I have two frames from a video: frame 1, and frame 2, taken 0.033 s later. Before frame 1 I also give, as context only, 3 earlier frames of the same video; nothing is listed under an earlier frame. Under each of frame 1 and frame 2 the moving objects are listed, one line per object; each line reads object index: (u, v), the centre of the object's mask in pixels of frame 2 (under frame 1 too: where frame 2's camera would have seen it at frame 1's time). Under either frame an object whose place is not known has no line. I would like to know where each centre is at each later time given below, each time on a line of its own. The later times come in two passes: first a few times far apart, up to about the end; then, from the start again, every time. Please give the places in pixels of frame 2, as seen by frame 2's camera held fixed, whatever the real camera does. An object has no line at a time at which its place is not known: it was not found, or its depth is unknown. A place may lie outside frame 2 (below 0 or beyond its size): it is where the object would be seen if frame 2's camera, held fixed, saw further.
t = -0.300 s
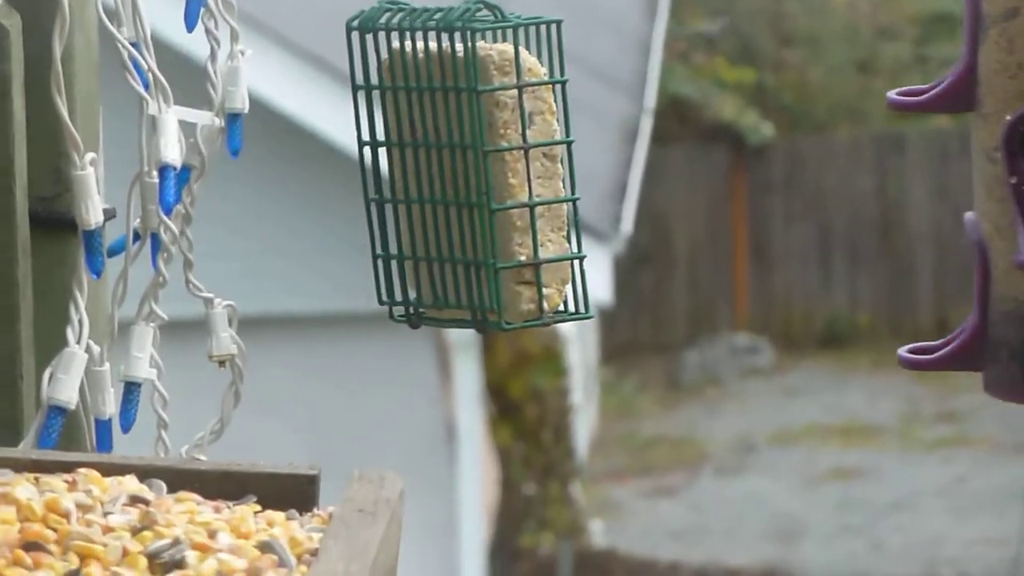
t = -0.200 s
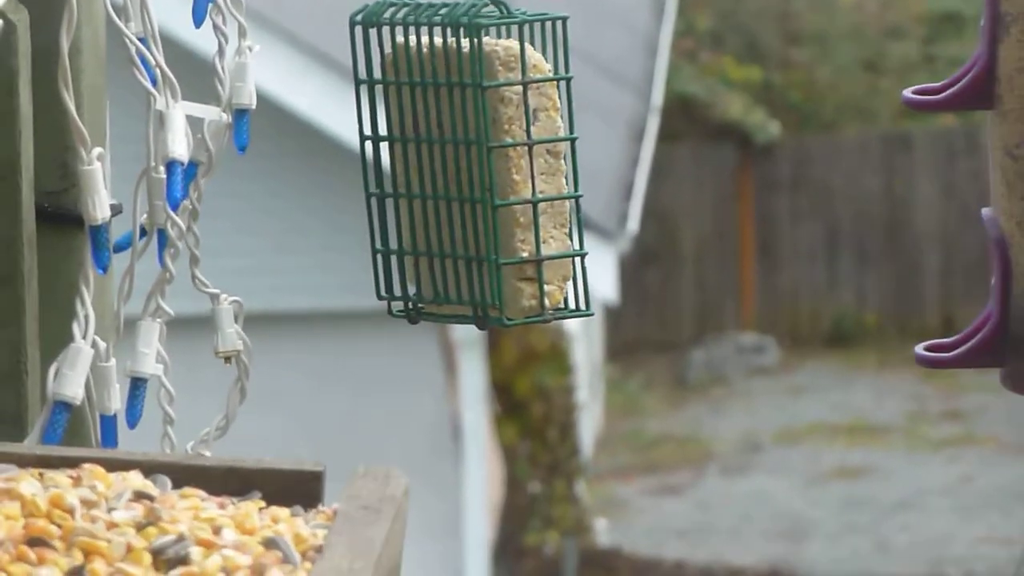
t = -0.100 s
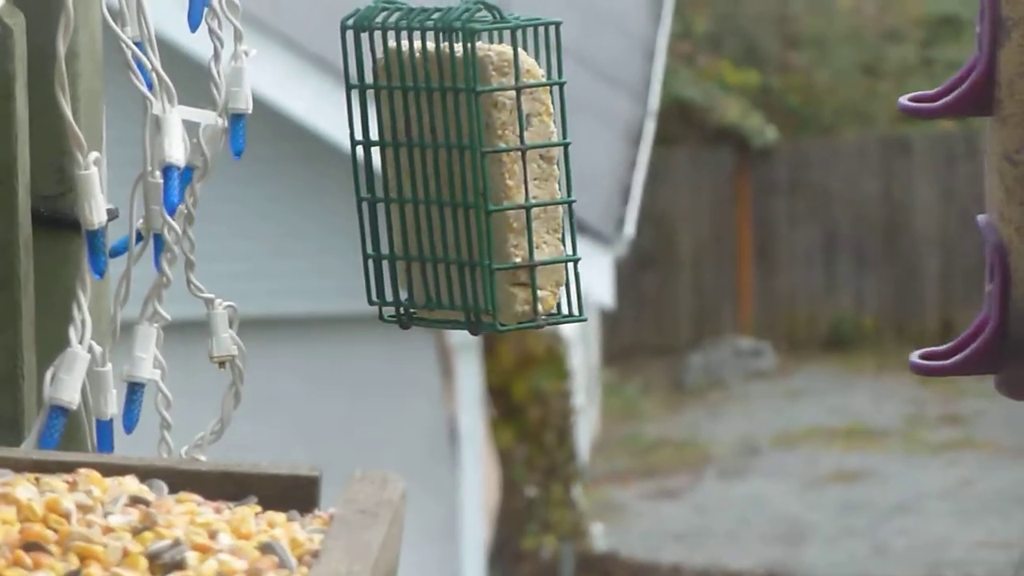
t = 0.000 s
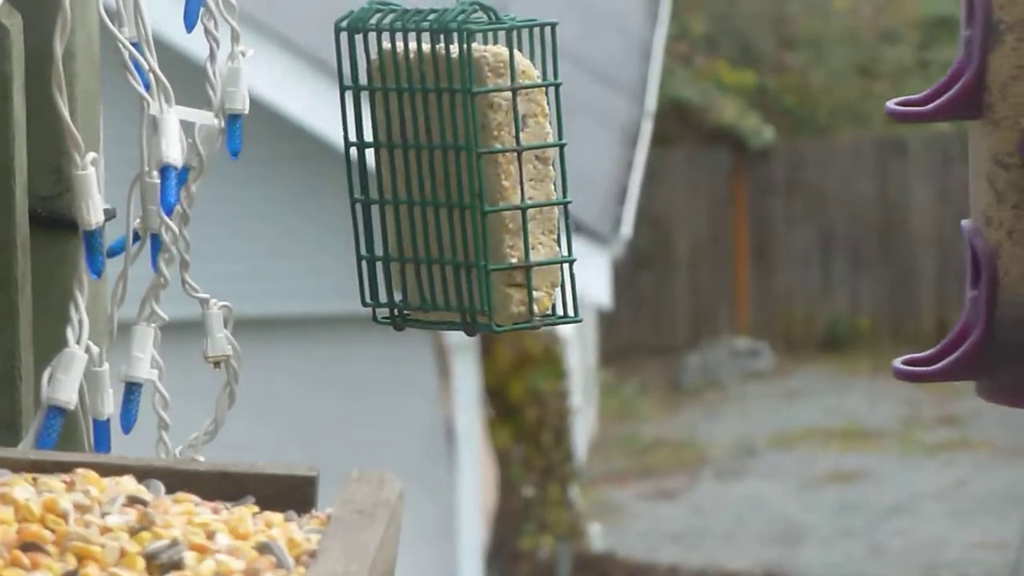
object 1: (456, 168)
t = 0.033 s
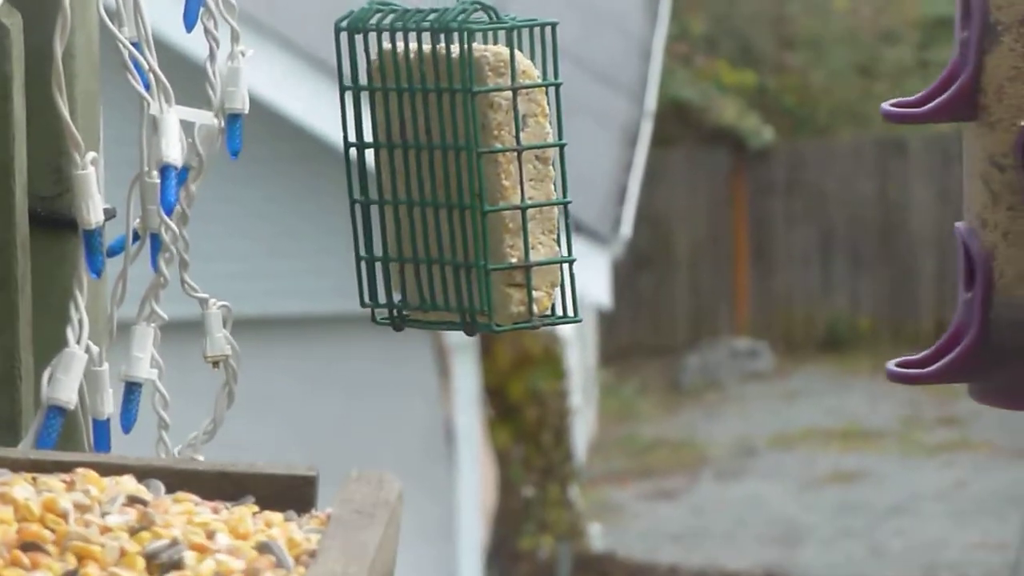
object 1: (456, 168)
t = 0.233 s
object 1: (460, 171)
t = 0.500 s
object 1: (472, 172)
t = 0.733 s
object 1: (472, 169)
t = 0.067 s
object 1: (456, 169)
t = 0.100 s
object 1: (456, 169)
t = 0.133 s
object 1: (457, 170)
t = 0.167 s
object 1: (458, 170)
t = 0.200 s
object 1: (459, 170)
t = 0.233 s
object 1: (460, 171)
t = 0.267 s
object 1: (462, 171)
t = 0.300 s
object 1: (463, 171)
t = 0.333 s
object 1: (465, 171)
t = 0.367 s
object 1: (466, 171)
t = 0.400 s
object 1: (468, 172)
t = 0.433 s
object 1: (469, 172)
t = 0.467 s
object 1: (471, 172)
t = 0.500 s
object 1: (472, 172)
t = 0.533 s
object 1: (473, 171)
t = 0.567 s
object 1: (474, 171)
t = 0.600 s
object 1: (474, 170)
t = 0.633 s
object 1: (474, 170)
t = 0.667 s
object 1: (473, 170)
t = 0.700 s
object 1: (473, 170)
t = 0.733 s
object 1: (472, 169)
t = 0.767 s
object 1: (471, 169)
